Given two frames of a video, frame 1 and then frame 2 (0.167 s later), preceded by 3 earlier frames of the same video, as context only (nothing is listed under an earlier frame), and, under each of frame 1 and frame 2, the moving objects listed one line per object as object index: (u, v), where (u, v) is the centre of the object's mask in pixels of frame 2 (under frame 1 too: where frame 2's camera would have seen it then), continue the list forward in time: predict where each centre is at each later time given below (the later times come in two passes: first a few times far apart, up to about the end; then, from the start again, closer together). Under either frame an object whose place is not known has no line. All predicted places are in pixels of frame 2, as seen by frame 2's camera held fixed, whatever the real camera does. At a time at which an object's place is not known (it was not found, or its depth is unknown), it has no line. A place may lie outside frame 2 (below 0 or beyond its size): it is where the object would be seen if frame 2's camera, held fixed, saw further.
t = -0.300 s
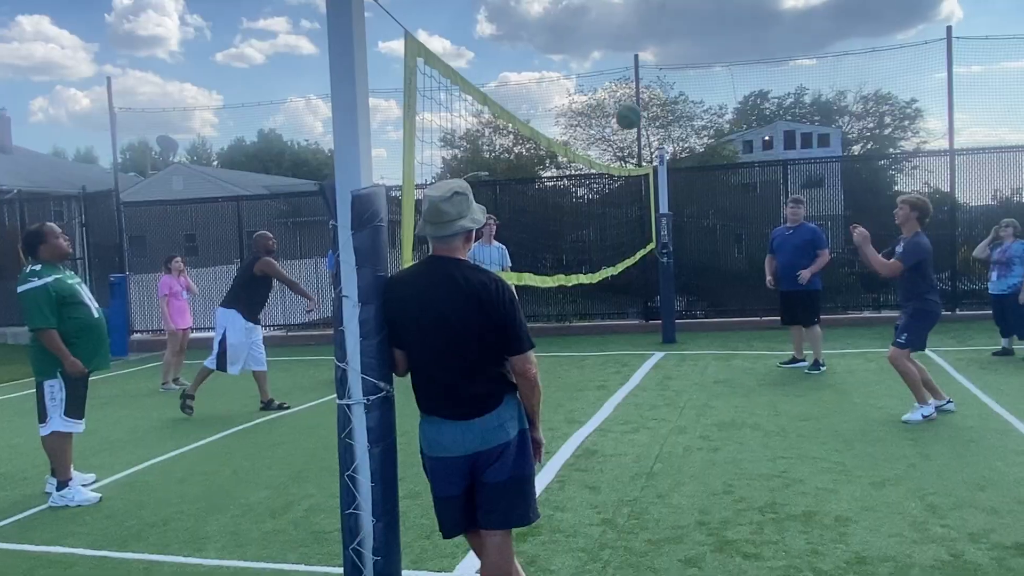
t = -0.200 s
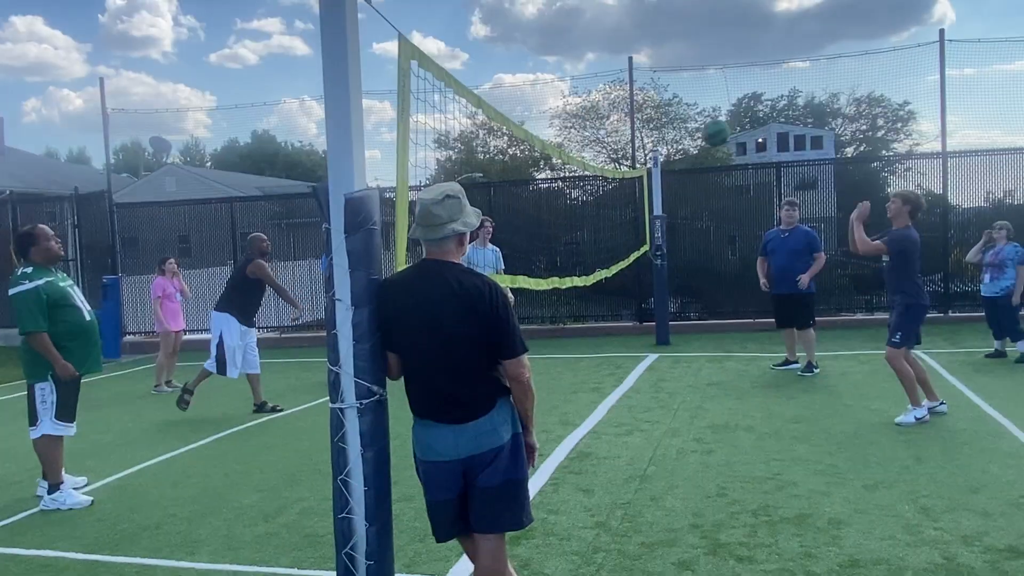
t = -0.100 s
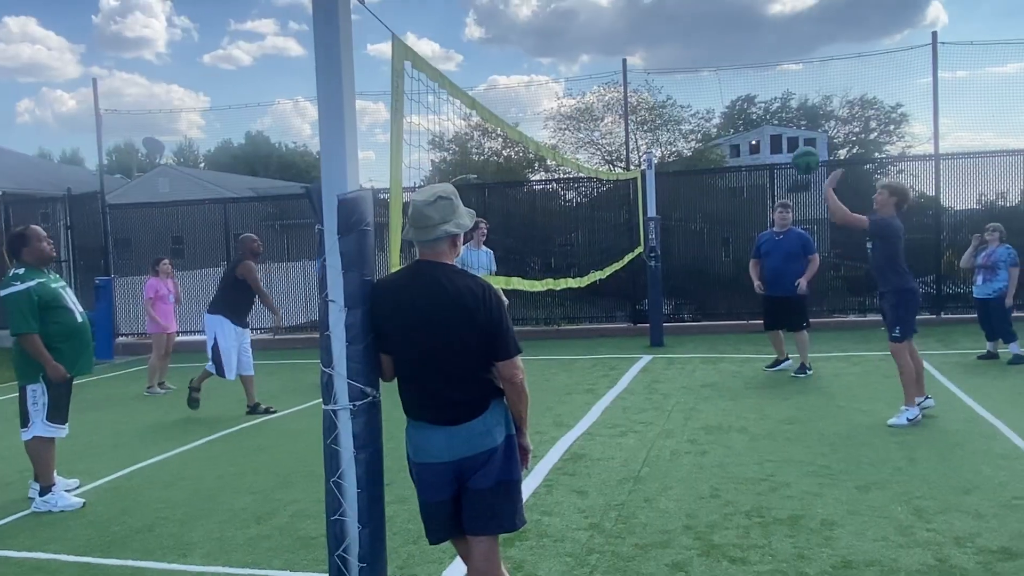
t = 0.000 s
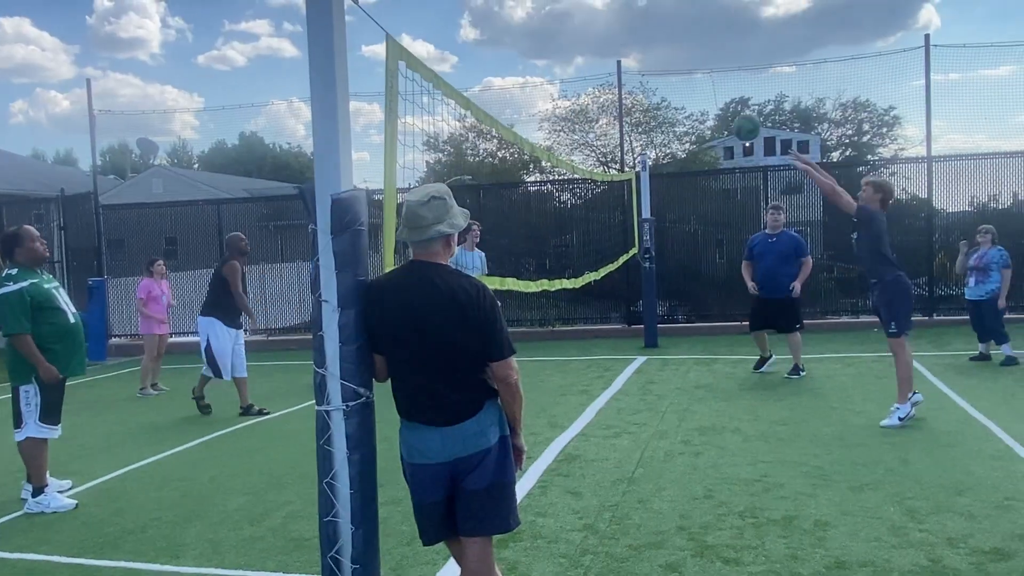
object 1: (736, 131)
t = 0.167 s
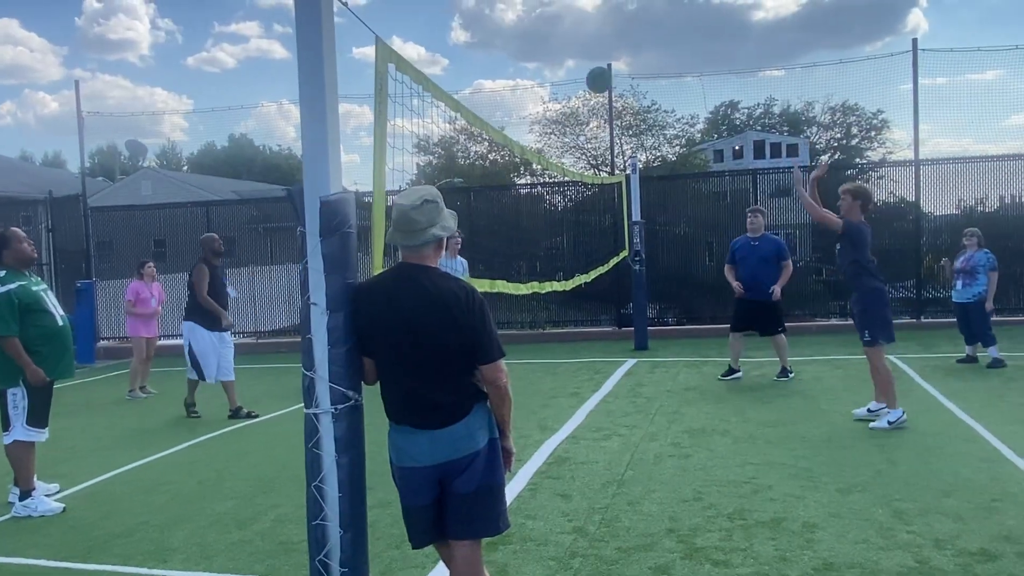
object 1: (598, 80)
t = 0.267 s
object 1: (523, 66)
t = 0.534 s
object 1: (344, 87)
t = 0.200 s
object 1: (573, 74)
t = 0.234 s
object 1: (548, 69)
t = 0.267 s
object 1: (523, 66)
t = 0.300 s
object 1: (498, 64)
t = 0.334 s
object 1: (475, 64)
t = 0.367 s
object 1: (451, 64)
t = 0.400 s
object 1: (429, 65)
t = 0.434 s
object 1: (400, 75)
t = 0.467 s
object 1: (391, 74)
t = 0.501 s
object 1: (360, 80)
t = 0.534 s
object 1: (344, 87)
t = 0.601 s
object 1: (292, 104)
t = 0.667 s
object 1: (255, 127)
